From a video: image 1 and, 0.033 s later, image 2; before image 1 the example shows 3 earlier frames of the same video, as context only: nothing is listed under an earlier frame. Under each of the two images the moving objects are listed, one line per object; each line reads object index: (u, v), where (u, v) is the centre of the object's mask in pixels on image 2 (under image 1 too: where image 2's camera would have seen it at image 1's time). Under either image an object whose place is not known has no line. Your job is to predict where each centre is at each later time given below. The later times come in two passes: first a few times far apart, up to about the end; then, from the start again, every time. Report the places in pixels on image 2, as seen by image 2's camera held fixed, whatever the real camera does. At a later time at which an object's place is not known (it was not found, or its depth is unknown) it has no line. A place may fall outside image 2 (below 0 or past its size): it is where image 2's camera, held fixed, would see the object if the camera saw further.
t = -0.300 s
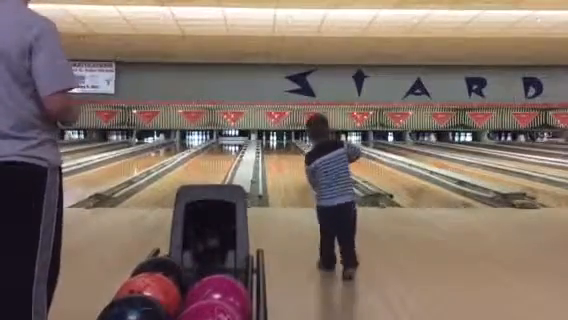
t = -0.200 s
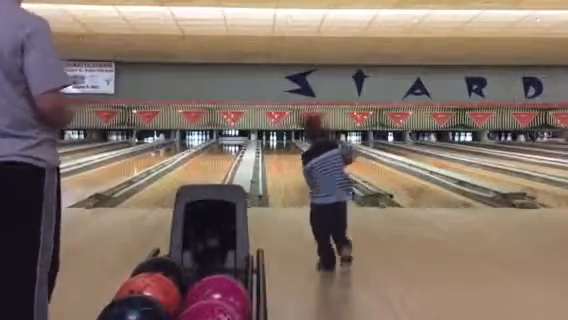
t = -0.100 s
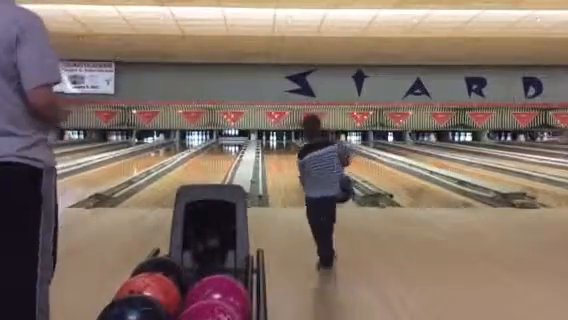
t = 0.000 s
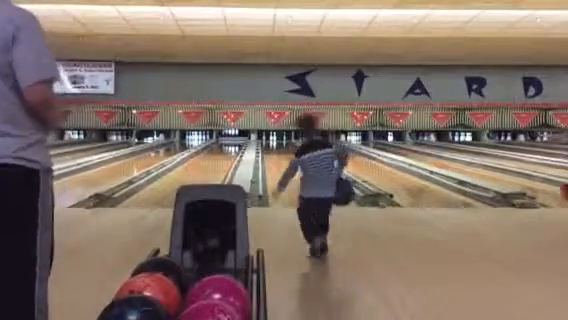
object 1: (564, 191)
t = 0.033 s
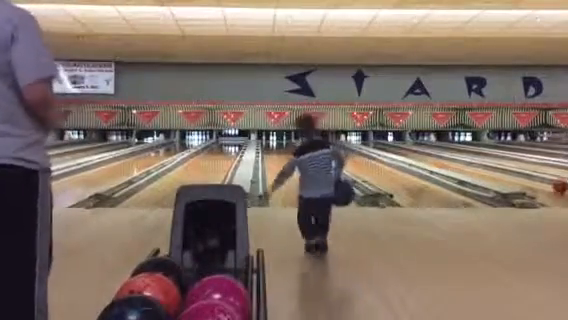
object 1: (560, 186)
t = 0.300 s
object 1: (512, 176)
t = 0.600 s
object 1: (469, 166)
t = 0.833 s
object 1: (445, 164)
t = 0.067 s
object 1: (552, 185)
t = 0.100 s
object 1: (545, 183)
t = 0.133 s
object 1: (538, 182)
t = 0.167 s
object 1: (532, 182)
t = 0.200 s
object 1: (526, 180)
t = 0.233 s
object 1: (520, 177)
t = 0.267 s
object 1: (517, 176)
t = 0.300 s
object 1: (512, 176)
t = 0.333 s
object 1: (505, 175)
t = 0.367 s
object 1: (500, 175)
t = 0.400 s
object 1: (496, 172)
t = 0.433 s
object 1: (490, 171)
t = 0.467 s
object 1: (485, 170)
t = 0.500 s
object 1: (481, 170)
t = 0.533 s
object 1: (476, 168)
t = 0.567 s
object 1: (473, 167)
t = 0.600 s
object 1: (469, 166)
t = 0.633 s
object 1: (463, 167)
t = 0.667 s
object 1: (456, 166)
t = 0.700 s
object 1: (453, 165)
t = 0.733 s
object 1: (450, 164)
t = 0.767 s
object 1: (447, 163)
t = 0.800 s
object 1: (446, 163)
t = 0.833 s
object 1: (445, 164)
